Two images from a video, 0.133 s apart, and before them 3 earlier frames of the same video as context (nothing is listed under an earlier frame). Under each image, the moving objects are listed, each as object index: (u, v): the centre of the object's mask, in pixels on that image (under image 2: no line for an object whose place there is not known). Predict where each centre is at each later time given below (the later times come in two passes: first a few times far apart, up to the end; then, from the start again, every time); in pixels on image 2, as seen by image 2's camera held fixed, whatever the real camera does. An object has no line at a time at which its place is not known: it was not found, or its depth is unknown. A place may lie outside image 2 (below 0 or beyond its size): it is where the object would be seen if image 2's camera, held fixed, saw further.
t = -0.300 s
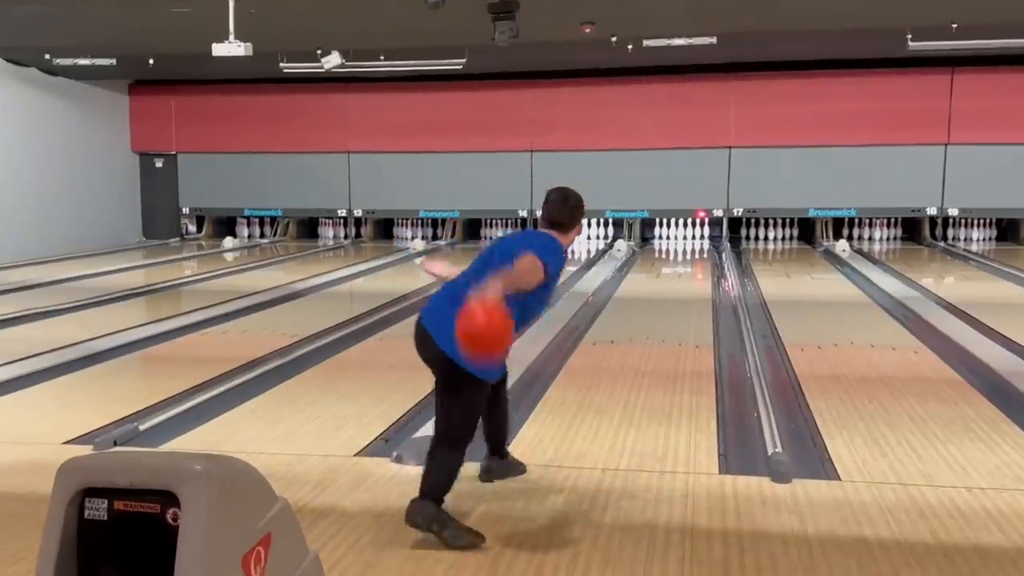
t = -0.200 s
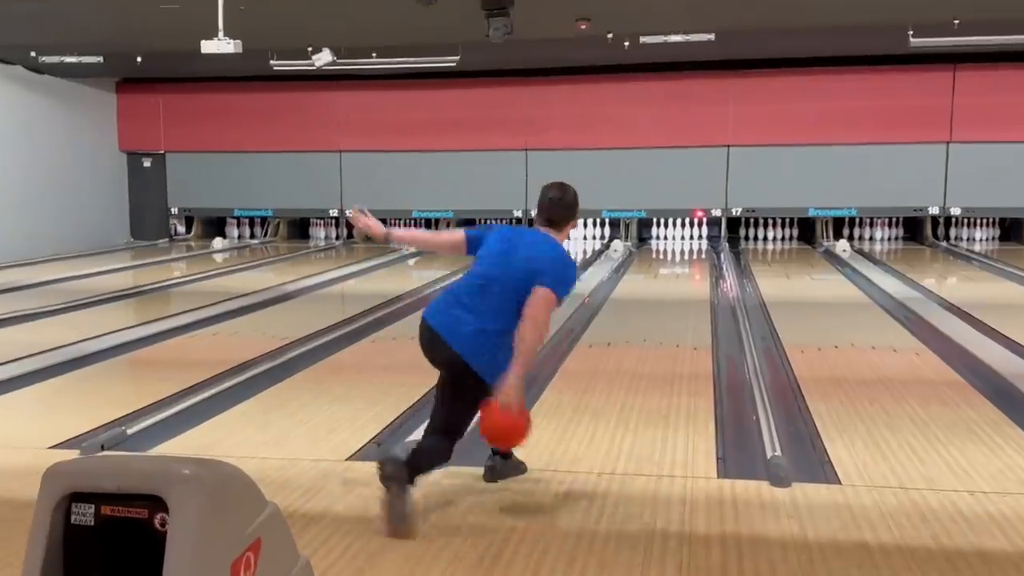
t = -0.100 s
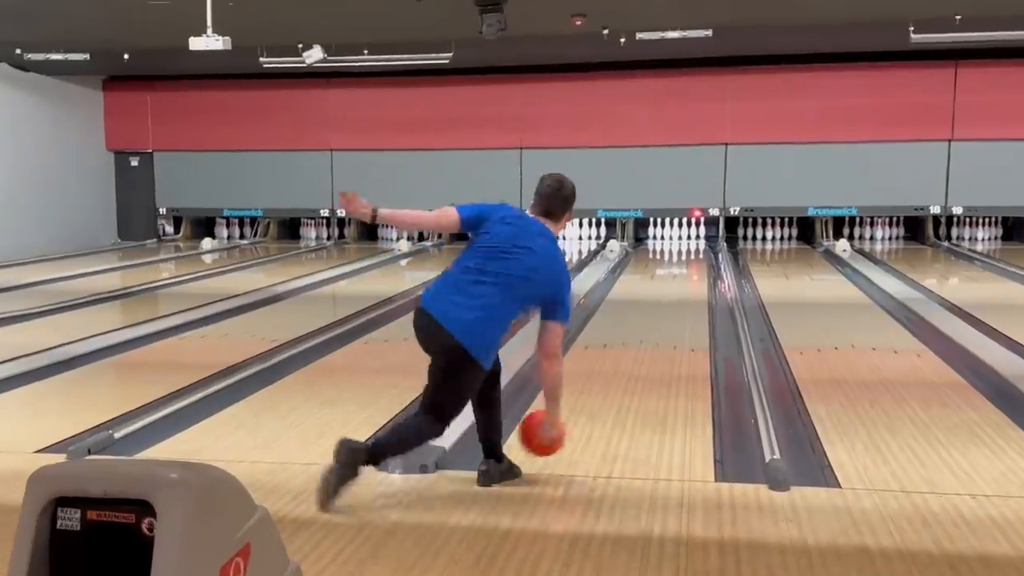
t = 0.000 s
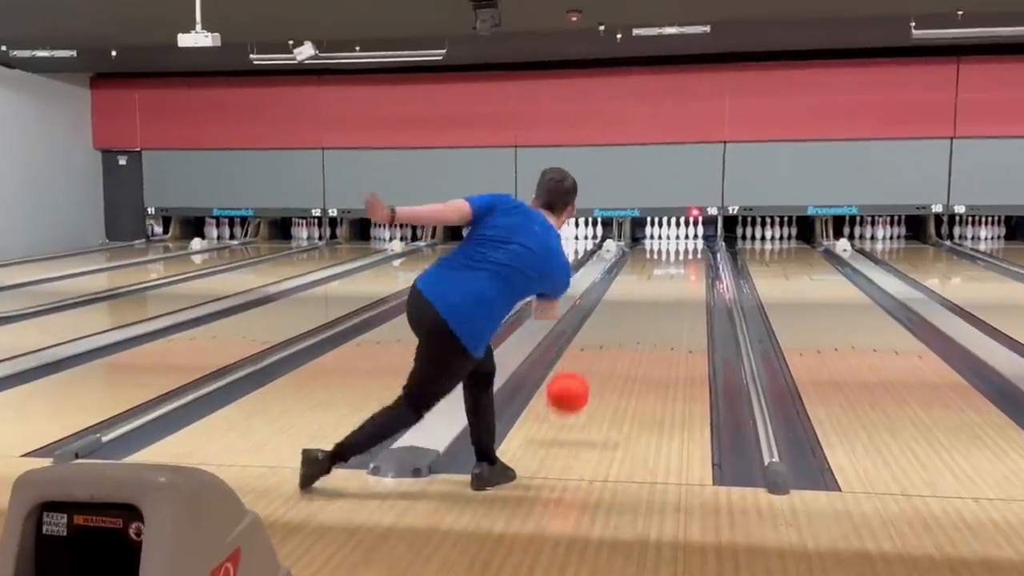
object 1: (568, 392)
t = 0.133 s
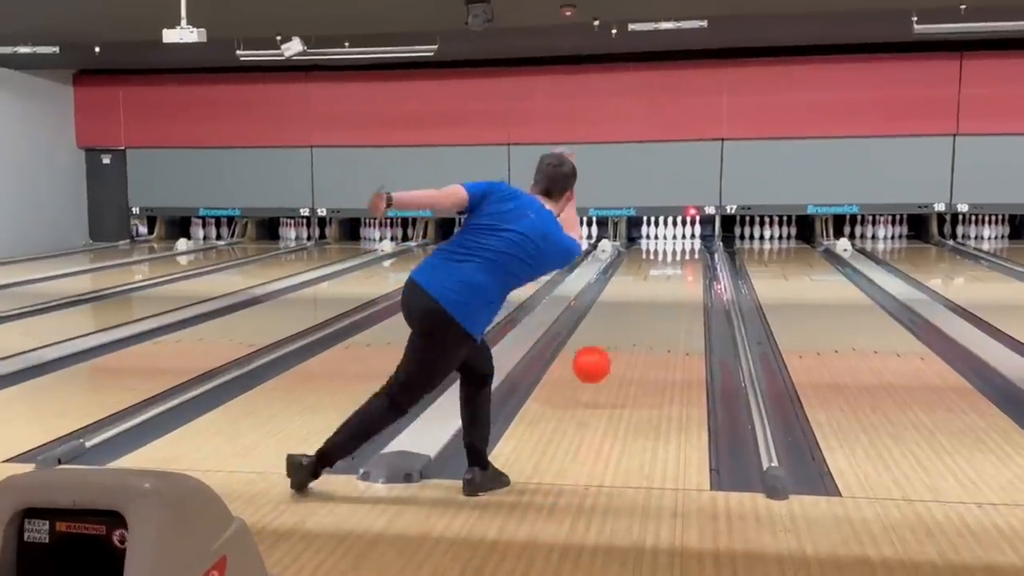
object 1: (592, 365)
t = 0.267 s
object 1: (612, 367)
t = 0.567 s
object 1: (641, 326)
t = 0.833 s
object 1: (657, 299)
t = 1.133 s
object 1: (668, 277)
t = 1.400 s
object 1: (675, 263)
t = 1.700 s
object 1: (678, 250)
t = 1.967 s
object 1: (677, 240)
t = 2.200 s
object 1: (676, 233)
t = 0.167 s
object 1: (597, 363)
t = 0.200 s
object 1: (602, 363)
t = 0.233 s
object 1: (607, 365)
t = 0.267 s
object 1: (612, 367)
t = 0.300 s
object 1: (616, 361)
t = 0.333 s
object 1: (620, 356)
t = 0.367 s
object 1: (624, 352)
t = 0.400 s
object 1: (627, 347)
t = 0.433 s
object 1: (631, 342)
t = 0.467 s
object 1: (634, 338)
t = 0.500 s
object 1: (636, 334)
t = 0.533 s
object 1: (639, 330)
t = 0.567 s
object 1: (641, 326)
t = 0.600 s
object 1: (644, 322)
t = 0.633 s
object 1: (646, 319)
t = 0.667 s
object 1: (648, 315)
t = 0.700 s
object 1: (650, 311)
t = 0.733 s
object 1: (652, 308)
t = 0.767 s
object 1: (654, 305)
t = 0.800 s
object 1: (656, 301)
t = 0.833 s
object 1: (657, 299)
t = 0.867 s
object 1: (659, 296)
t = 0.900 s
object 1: (660, 293)
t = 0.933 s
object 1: (662, 290)
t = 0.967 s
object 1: (663, 288)
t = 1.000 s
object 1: (665, 285)
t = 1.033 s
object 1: (666, 284)
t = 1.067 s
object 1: (667, 281)
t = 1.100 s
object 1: (668, 279)
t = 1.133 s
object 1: (668, 277)
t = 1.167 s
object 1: (670, 275)
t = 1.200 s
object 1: (671, 273)
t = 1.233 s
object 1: (671, 271)
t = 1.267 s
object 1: (673, 270)
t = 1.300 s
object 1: (673, 267)
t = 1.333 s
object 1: (674, 266)
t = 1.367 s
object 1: (674, 265)
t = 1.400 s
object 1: (675, 263)
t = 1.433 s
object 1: (675, 262)
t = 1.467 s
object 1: (675, 261)
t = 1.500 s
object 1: (676, 259)
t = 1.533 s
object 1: (676, 258)
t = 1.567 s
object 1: (676, 256)
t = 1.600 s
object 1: (677, 254)
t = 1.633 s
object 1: (677, 253)
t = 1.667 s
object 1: (677, 252)
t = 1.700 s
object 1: (678, 250)
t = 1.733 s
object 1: (678, 249)
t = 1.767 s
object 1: (678, 248)
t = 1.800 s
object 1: (678, 246)
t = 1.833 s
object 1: (679, 245)
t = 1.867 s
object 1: (678, 243)
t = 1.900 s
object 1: (678, 242)
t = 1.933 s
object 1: (678, 241)
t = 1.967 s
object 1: (677, 240)
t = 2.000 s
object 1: (677, 238)
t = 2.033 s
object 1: (677, 237)
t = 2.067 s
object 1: (677, 237)
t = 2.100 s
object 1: (676, 236)
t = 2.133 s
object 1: (677, 235)
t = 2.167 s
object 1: (677, 234)
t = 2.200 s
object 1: (676, 233)
